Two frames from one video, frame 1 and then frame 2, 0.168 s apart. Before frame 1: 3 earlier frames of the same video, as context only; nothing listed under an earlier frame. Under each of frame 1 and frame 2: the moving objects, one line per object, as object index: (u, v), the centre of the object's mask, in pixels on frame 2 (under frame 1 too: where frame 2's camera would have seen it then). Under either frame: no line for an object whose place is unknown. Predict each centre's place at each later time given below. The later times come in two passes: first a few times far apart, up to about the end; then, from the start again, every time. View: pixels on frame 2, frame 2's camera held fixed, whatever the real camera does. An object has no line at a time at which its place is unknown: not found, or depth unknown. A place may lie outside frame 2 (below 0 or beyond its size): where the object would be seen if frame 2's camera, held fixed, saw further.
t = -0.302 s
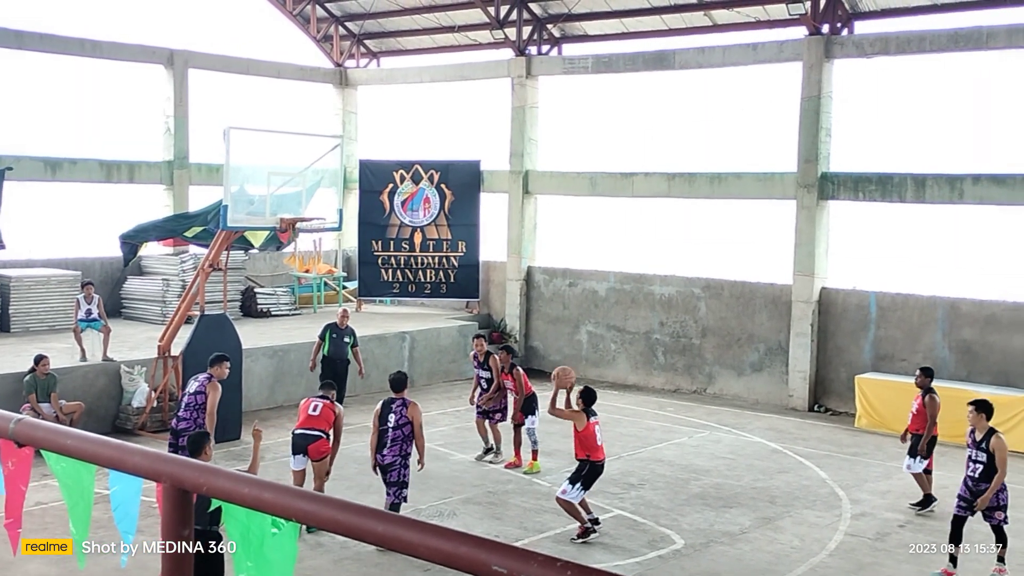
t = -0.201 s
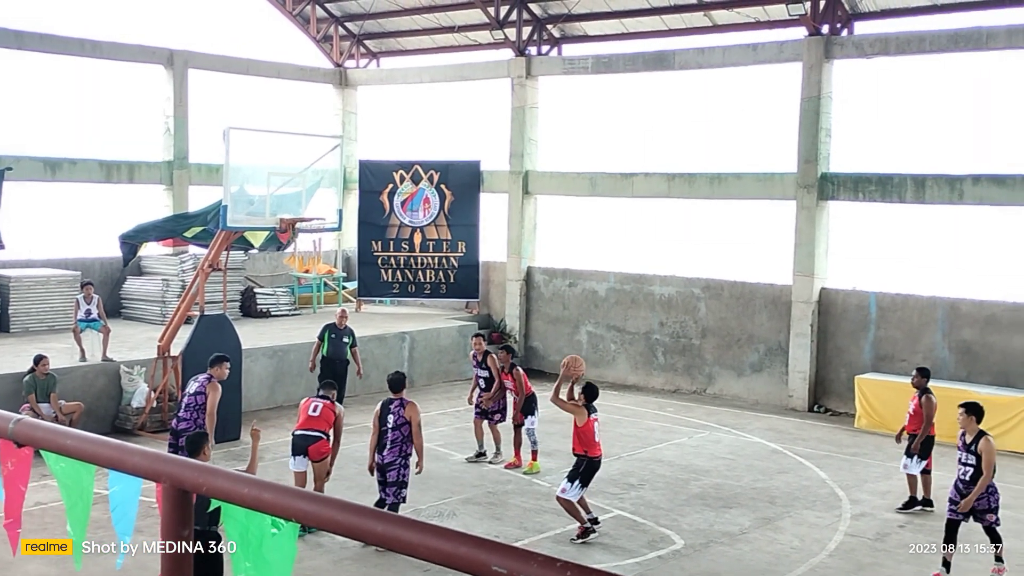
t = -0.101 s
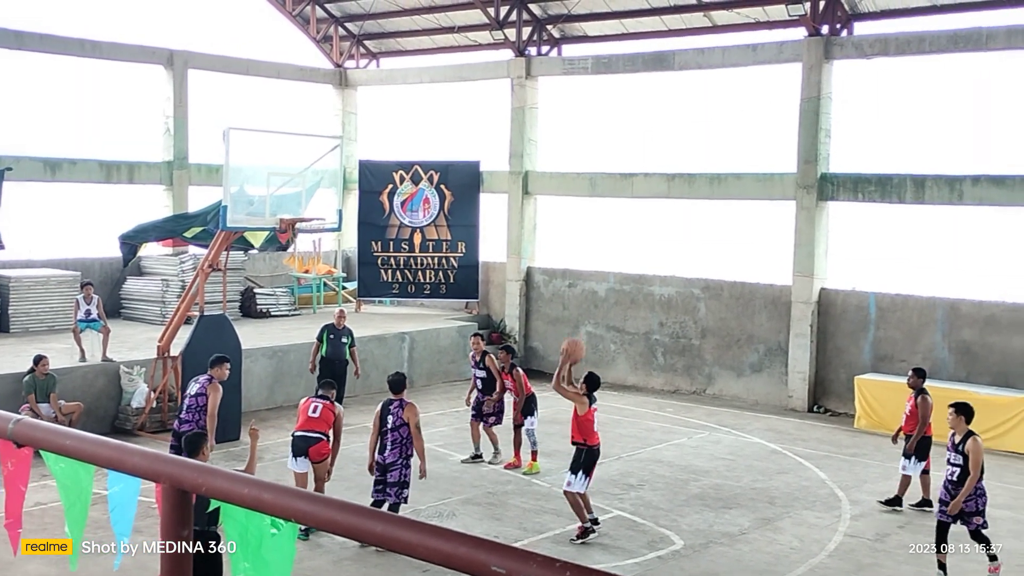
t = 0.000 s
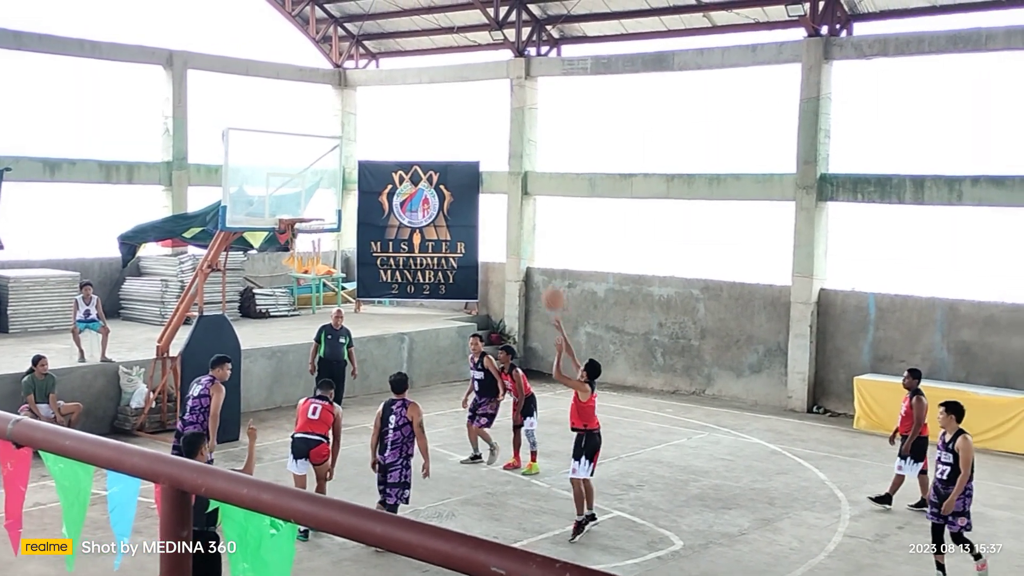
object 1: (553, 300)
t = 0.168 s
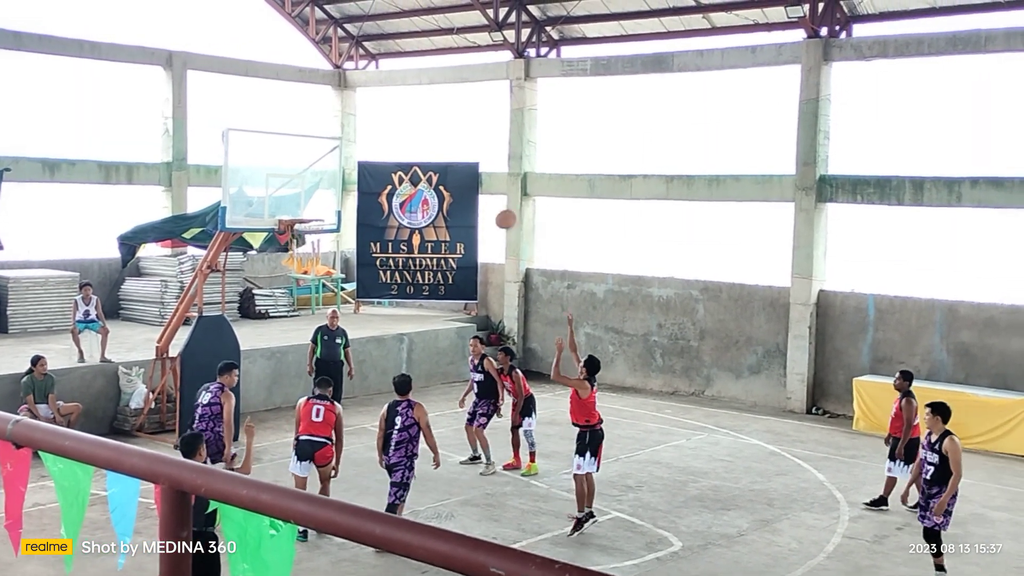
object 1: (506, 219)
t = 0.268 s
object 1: (478, 184)
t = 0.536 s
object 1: (409, 141)
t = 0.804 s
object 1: (345, 160)
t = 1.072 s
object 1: (296, 230)
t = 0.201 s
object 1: (496, 206)
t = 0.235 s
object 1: (486, 194)
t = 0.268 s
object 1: (478, 184)
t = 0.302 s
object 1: (469, 175)
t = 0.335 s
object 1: (461, 168)
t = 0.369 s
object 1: (452, 161)
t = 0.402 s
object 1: (443, 155)
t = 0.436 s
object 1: (435, 150)
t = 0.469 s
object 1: (426, 146)
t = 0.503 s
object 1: (418, 143)
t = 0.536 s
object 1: (409, 141)
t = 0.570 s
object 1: (401, 141)
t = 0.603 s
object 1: (393, 141)
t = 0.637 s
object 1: (384, 142)
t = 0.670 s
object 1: (376, 144)
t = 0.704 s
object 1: (368, 147)
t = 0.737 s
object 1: (360, 151)
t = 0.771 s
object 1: (352, 155)
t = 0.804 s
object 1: (345, 160)
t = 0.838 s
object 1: (337, 167)
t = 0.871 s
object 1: (330, 175)
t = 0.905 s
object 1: (323, 182)
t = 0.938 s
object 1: (315, 191)
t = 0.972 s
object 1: (307, 201)
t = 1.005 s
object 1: (300, 211)
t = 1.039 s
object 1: (296, 223)
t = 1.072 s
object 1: (296, 230)
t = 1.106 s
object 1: (296, 239)
